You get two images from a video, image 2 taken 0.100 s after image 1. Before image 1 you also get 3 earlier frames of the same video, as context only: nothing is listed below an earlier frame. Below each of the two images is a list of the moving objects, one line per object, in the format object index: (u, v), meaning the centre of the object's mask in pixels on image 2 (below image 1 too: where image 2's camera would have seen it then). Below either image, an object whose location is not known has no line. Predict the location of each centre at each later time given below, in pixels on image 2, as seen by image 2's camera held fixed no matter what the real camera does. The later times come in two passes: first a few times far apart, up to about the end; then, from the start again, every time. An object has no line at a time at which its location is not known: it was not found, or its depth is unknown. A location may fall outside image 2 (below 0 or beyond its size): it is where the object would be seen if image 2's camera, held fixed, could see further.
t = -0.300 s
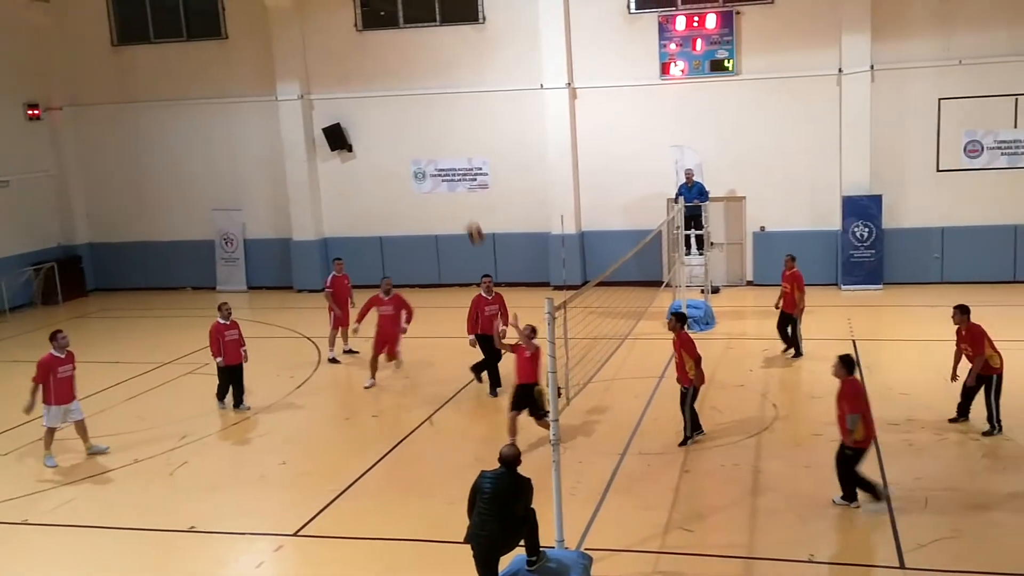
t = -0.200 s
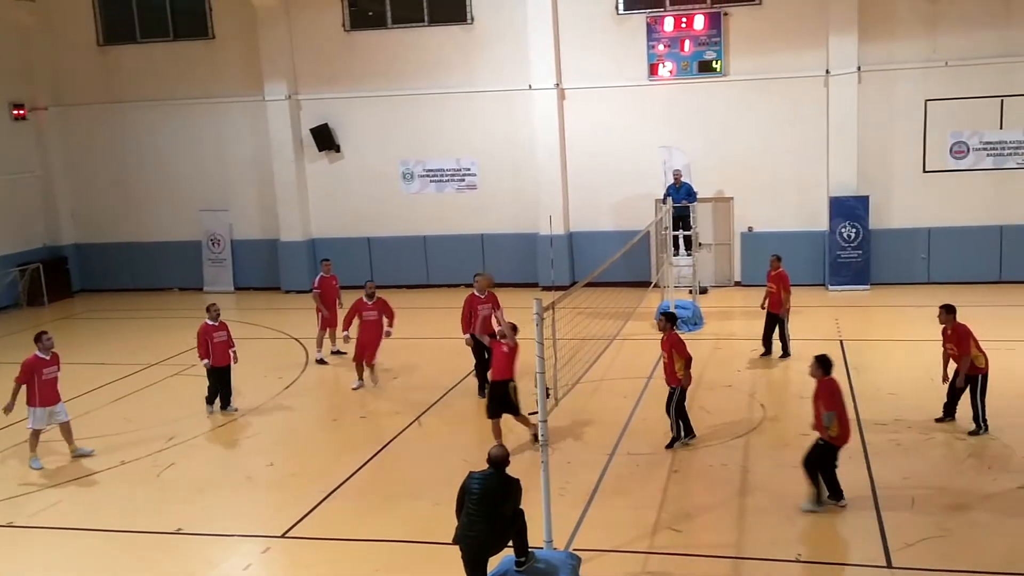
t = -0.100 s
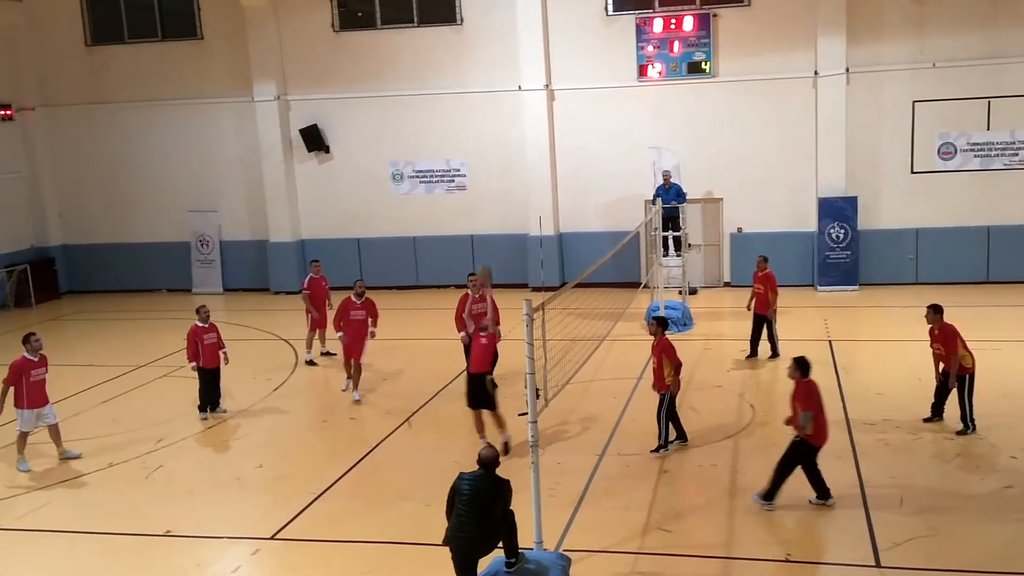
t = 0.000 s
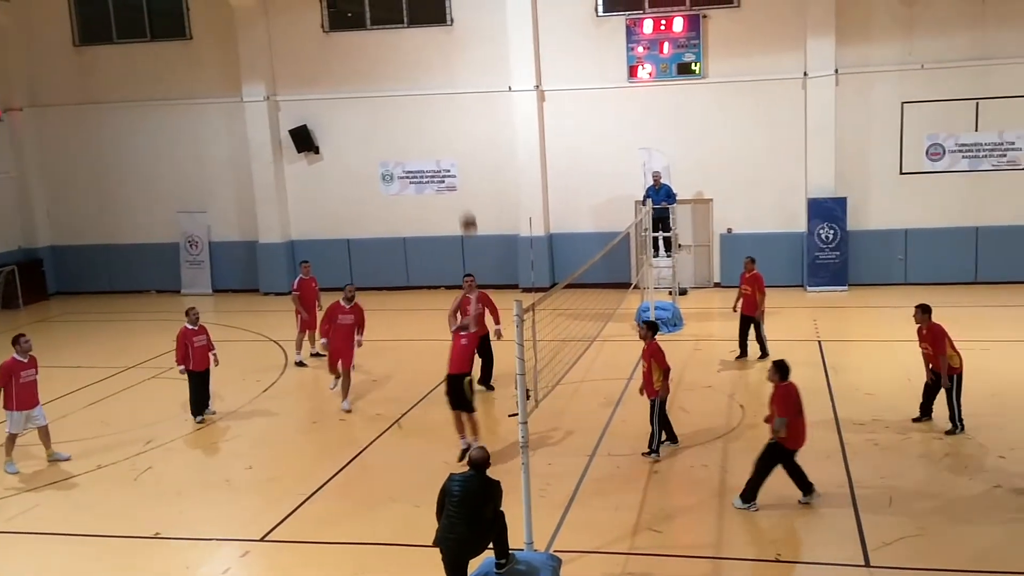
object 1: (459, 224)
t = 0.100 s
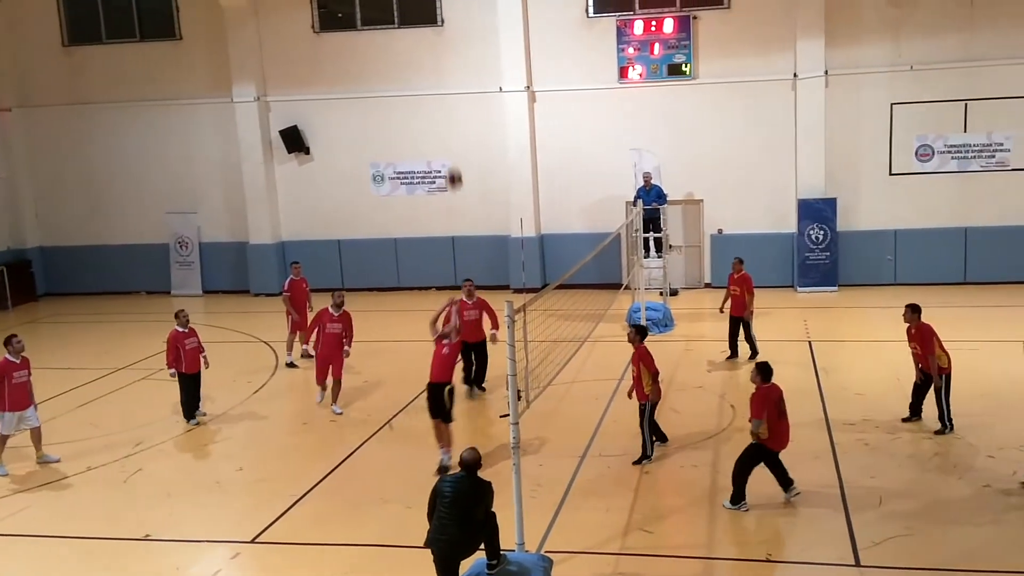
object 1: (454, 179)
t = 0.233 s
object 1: (448, 130)
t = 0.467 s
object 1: (441, 84)
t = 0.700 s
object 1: (438, 82)
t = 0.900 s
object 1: (438, 114)
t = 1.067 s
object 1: (440, 162)
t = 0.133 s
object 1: (452, 164)
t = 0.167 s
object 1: (450, 152)
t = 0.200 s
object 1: (449, 141)
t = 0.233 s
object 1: (448, 130)
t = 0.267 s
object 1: (447, 121)
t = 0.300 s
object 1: (446, 113)
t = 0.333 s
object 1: (445, 105)
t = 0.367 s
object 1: (444, 99)
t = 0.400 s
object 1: (443, 93)
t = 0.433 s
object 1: (442, 88)
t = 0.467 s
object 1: (441, 84)
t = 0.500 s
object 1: (440, 81)
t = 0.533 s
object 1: (440, 79)
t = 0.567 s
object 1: (440, 78)
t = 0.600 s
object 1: (439, 78)
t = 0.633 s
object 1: (439, 78)
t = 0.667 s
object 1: (439, 80)
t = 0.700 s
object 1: (438, 82)
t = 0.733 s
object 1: (438, 85)
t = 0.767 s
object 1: (438, 89)
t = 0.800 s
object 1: (438, 94)
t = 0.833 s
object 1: (438, 100)
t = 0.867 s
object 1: (438, 107)
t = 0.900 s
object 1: (438, 114)
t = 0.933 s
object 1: (438, 122)
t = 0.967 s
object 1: (439, 132)
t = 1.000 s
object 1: (439, 141)
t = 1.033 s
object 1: (440, 151)
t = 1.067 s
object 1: (440, 162)
